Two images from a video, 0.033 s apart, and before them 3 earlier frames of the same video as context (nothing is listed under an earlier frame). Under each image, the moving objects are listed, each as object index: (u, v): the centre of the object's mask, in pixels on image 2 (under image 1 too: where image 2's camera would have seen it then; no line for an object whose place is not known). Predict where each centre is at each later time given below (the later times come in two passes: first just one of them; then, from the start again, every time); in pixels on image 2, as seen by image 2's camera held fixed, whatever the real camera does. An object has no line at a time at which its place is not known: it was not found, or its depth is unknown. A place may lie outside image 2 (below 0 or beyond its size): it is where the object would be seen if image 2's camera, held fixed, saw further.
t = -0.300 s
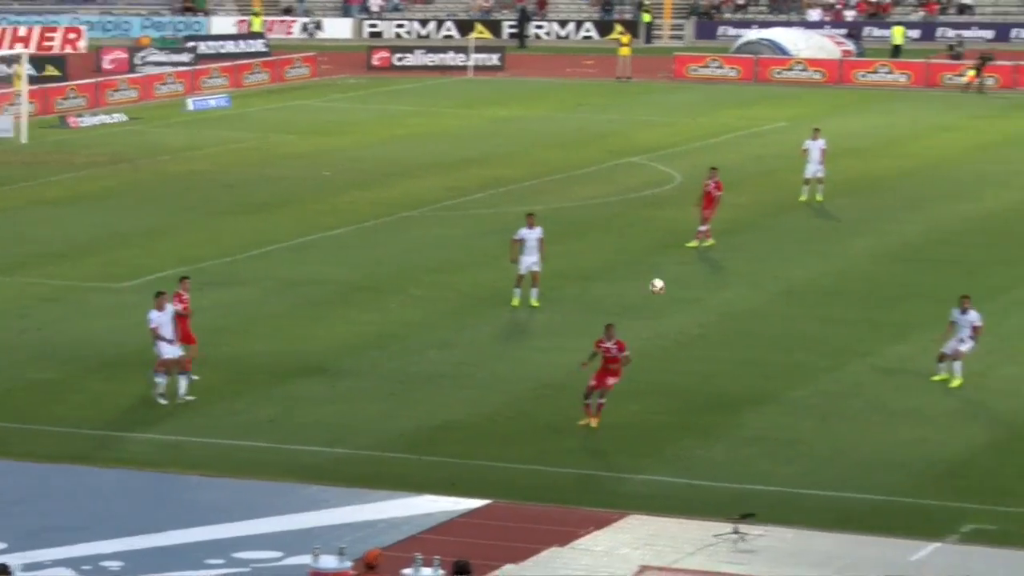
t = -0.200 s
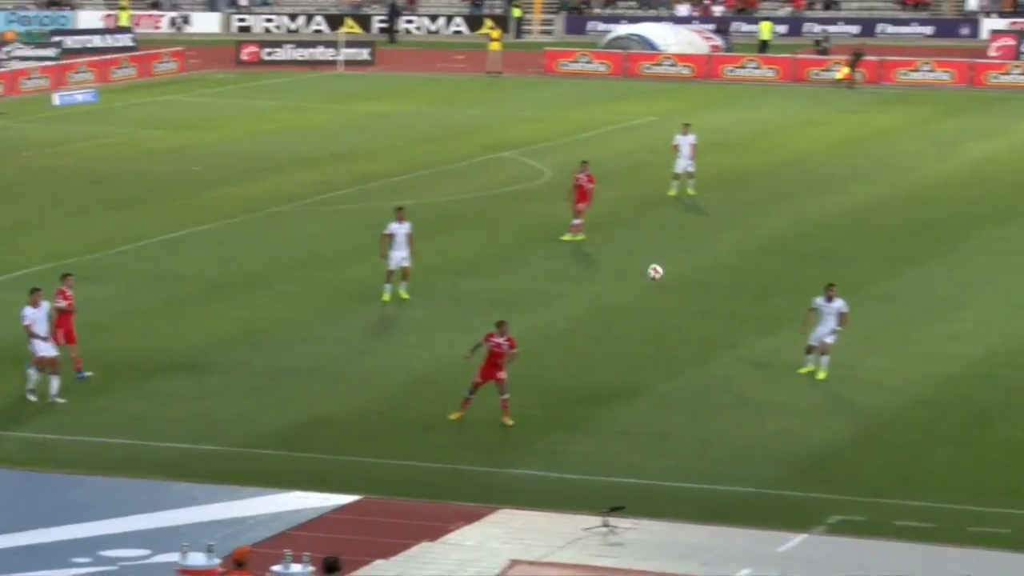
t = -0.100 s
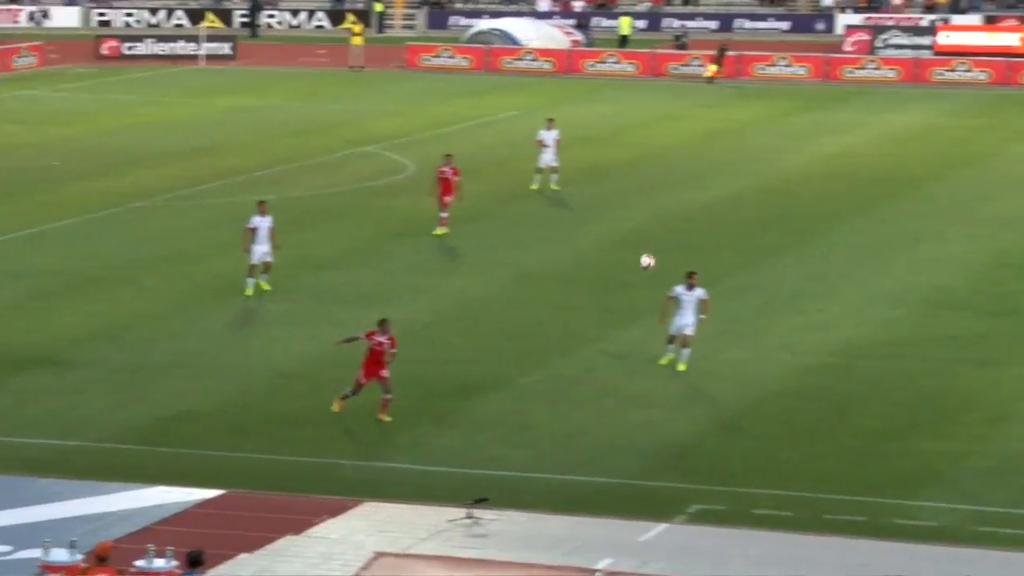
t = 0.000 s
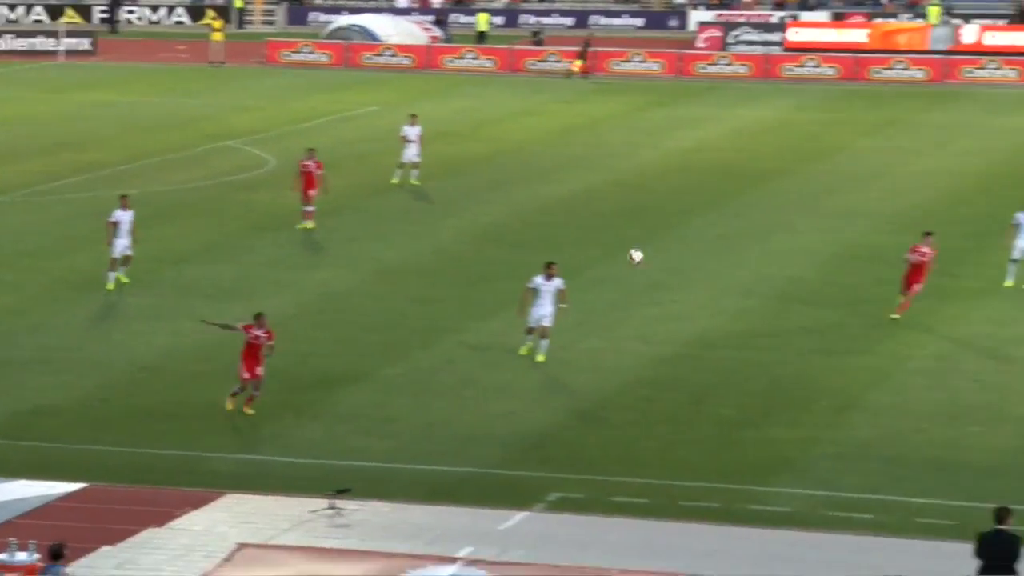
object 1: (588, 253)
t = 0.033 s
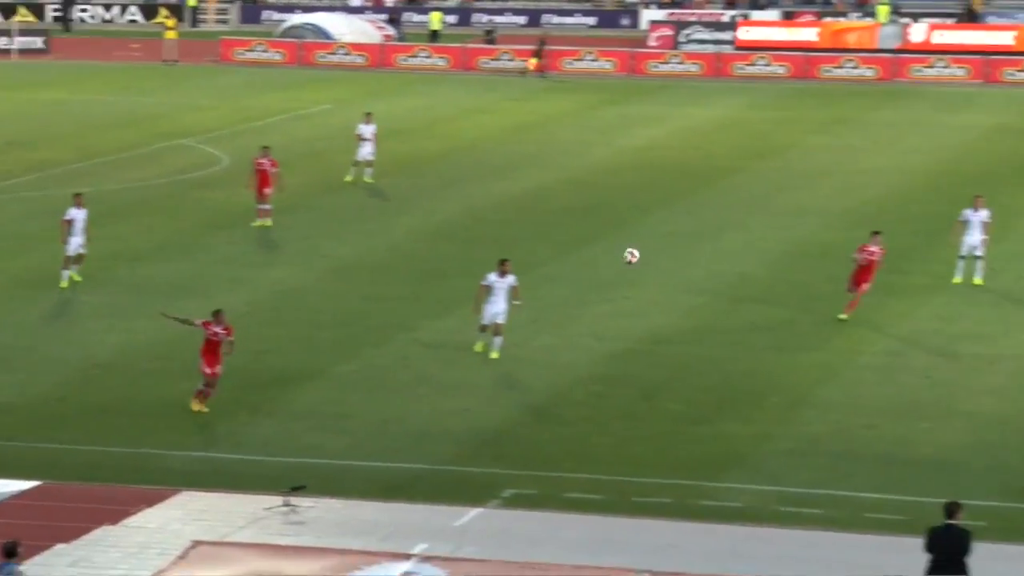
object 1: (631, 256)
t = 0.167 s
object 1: (808, 270)
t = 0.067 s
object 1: (675, 258)
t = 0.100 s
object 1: (718, 262)
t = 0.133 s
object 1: (763, 265)
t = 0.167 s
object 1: (808, 270)
